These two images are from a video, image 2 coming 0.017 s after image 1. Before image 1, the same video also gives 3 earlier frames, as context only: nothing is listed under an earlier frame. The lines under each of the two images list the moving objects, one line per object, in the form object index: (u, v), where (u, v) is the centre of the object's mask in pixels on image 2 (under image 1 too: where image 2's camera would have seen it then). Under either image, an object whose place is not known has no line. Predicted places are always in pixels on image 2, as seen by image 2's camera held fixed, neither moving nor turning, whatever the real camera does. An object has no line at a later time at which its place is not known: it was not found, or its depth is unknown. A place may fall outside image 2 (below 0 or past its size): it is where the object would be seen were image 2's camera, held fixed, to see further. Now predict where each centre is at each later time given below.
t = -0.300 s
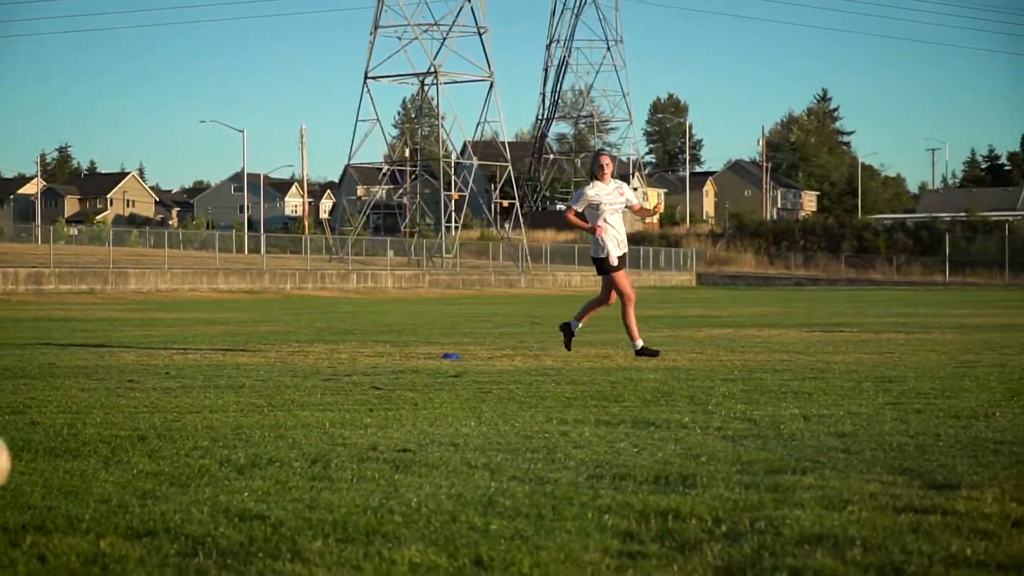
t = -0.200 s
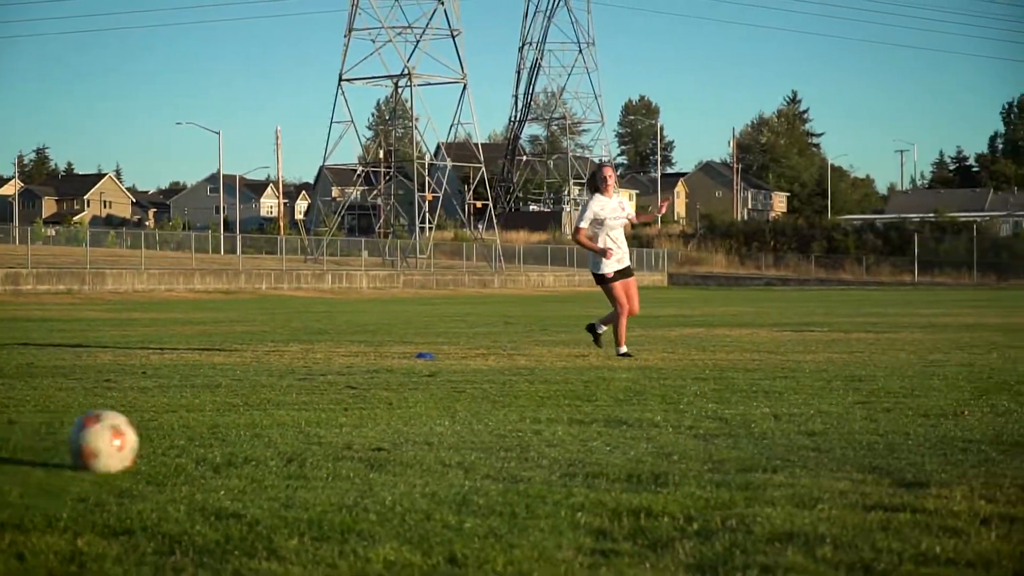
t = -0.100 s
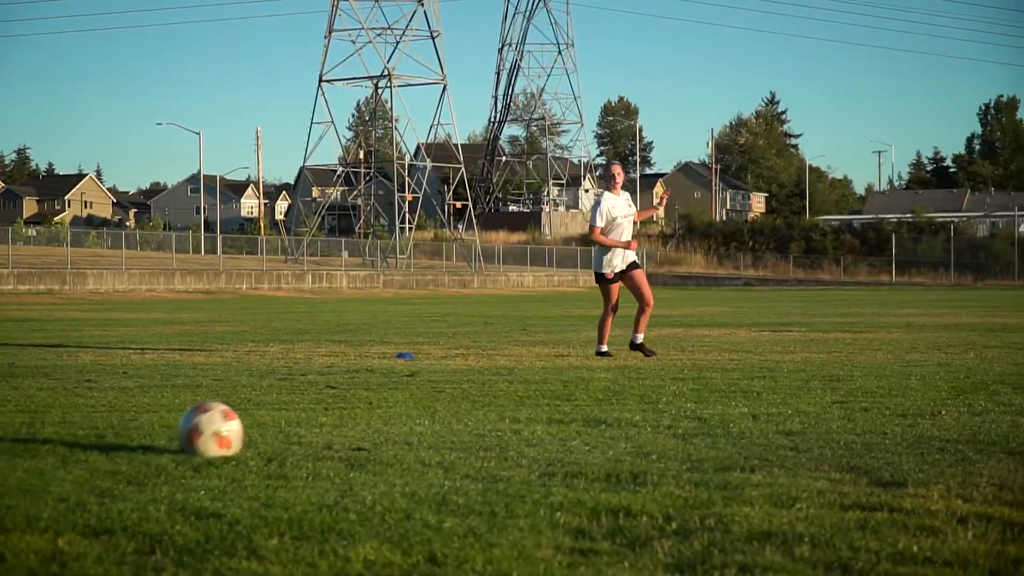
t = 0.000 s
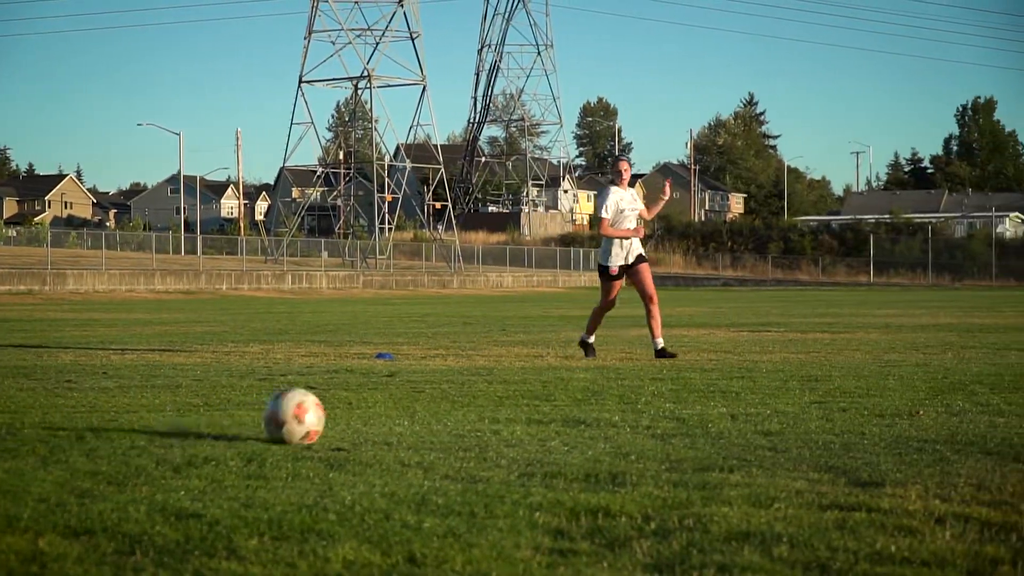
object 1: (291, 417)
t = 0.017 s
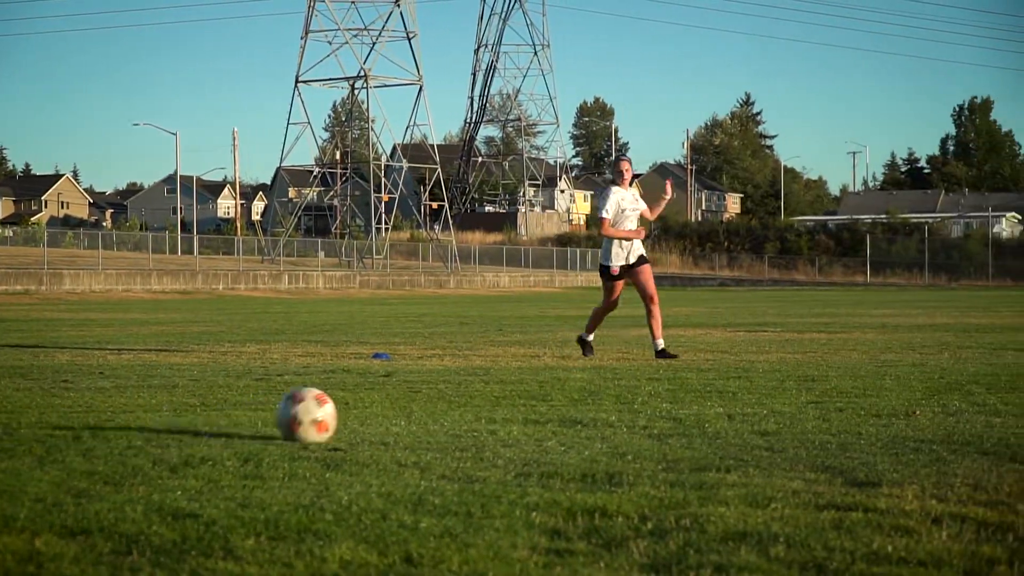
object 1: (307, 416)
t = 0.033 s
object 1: (321, 416)
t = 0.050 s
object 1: (336, 415)
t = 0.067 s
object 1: (350, 415)
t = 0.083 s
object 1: (364, 414)
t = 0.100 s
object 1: (377, 413)
